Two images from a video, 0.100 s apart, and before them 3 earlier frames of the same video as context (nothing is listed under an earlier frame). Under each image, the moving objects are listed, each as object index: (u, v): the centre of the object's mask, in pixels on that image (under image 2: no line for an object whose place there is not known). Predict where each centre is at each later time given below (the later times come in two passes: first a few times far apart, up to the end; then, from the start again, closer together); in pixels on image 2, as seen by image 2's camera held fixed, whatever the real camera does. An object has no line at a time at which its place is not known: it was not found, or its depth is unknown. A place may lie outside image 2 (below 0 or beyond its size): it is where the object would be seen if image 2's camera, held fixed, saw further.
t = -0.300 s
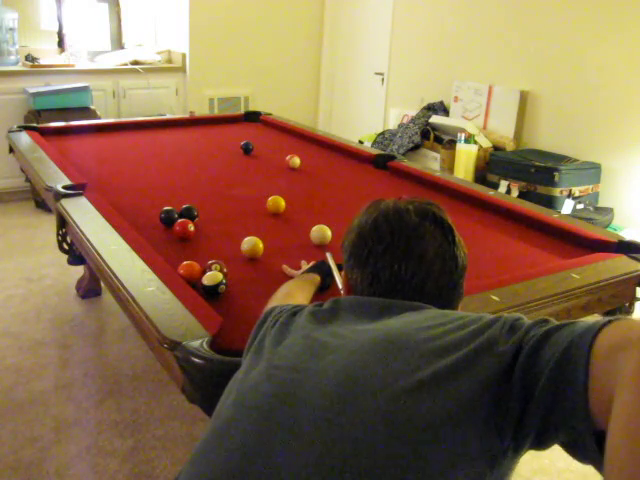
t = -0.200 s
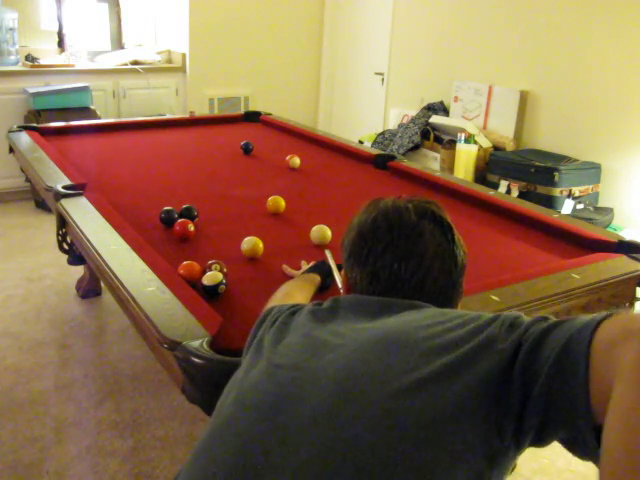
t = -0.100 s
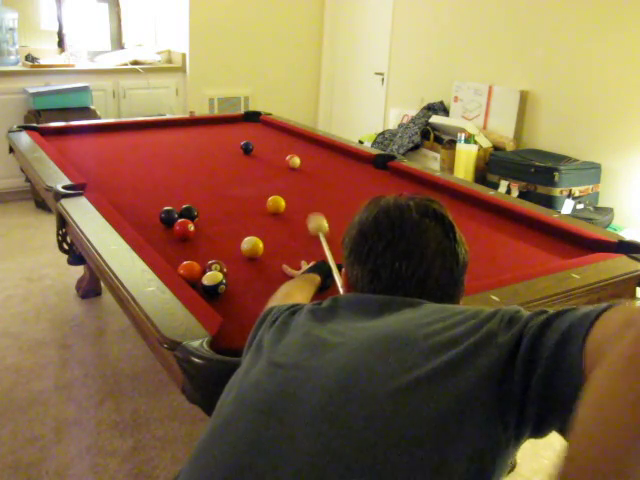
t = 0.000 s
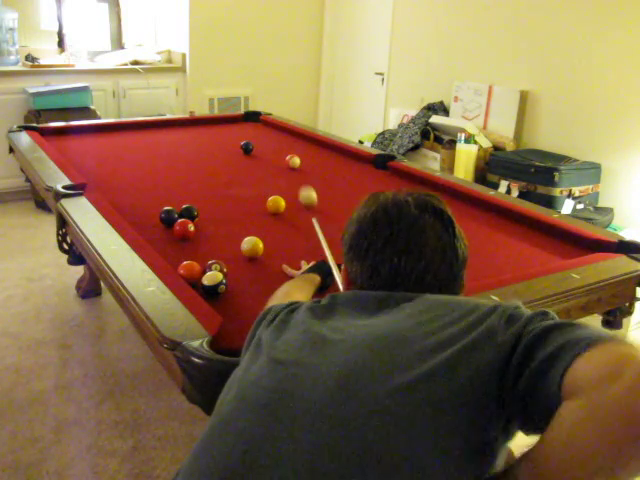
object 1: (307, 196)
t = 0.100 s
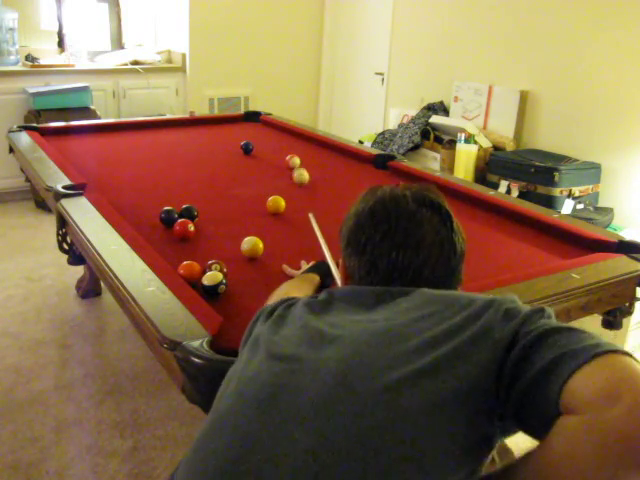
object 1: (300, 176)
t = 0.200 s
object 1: (299, 163)
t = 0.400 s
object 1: (315, 161)
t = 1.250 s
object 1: (323, 150)
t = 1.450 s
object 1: (315, 150)
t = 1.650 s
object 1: (308, 150)
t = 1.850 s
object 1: (301, 150)
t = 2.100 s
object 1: (295, 151)
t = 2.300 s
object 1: (292, 151)
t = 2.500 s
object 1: (289, 151)
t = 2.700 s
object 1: (287, 151)
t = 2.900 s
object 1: (286, 151)
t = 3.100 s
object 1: (285, 151)
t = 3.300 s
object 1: (285, 151)
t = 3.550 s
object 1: (285, 152)
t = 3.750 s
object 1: (285, 152)
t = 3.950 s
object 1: (285, 152)
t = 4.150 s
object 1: (285, 152)
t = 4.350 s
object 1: (285, 152)
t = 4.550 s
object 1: (285, 152)
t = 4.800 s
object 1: (285, 152)
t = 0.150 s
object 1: (297, 167)
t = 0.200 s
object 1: (299, 163)
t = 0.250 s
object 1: (304, 163)
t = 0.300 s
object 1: (309, 163)
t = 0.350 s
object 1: (312, 162)
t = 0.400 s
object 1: (315, 161)
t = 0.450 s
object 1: (319, 159)
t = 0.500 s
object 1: (322, 159)
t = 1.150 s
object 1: (327, 150)
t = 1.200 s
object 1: (325, 151)
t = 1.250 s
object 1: (323, 150)
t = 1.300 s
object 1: (321, 151)
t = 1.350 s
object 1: (319, 150)
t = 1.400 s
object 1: (317, 150)
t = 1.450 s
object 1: (315, 150)
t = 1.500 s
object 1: (313, 150)
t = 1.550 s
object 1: (311, 150)
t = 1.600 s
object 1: (309, 150)
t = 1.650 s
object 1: (308, 150)
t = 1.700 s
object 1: (306, 150)
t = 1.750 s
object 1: (304, 150)
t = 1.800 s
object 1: (303, 150)
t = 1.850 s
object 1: (301, 150)
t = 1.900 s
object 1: (300, 150)
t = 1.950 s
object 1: (299, 150)
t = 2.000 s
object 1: (298, 150)
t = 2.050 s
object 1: (296, 151)
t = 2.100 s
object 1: (295, 151)
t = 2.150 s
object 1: (294, 151)
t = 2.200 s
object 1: (293, 151)
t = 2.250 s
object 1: (292, 151)
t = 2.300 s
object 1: (292, 151)
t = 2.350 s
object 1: (291, 151)
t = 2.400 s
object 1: (290, 151)
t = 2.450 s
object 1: (289, 151)
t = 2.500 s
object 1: (289, 151)
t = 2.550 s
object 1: (288, 151)
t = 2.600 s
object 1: (288, 151)
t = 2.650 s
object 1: (287, 151)
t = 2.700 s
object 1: (287, 151)
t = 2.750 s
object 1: (286, 151)
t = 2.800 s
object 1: (286, 151)
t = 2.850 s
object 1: (286, 151)
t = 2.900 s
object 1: (286, 151)
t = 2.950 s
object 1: (286, 151)
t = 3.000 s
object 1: (285, 151)
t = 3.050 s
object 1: (285, 151)
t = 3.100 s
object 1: (285, 151)
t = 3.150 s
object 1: (285, 151)
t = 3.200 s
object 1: (285, 151)
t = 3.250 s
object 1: (285, 151)
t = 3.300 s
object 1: (285, 151)
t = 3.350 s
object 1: (285, 151)
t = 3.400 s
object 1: (285, 152)
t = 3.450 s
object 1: (285, 152)
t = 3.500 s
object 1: (285, 152)
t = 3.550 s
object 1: (285, 152)
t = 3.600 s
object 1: (285, 152)
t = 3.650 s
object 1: (285, 152)
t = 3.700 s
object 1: (285, 152)
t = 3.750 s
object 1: (285, 152)
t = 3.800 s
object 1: (285, 152)
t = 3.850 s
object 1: (285, 152)
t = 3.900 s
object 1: (285, 152)
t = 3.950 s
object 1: (285, 152)
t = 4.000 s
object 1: (285, 152)
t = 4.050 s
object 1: (285, 152)
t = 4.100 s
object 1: (285, 152)
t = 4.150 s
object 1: (285, 152)
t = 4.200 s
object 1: (285, 152)
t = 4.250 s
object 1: (285, 152)
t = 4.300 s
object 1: (285, 152)
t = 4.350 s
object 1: (285, 152)
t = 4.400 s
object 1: (285, 152)
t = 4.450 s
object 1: (285, 152)
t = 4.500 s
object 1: (285, 152)
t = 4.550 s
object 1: (285, 152)
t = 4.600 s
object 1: (285, 152)
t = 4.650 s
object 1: (285, 152)
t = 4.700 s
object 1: (285, 152)
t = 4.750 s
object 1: (285, 152)
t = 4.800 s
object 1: (285, 152)
